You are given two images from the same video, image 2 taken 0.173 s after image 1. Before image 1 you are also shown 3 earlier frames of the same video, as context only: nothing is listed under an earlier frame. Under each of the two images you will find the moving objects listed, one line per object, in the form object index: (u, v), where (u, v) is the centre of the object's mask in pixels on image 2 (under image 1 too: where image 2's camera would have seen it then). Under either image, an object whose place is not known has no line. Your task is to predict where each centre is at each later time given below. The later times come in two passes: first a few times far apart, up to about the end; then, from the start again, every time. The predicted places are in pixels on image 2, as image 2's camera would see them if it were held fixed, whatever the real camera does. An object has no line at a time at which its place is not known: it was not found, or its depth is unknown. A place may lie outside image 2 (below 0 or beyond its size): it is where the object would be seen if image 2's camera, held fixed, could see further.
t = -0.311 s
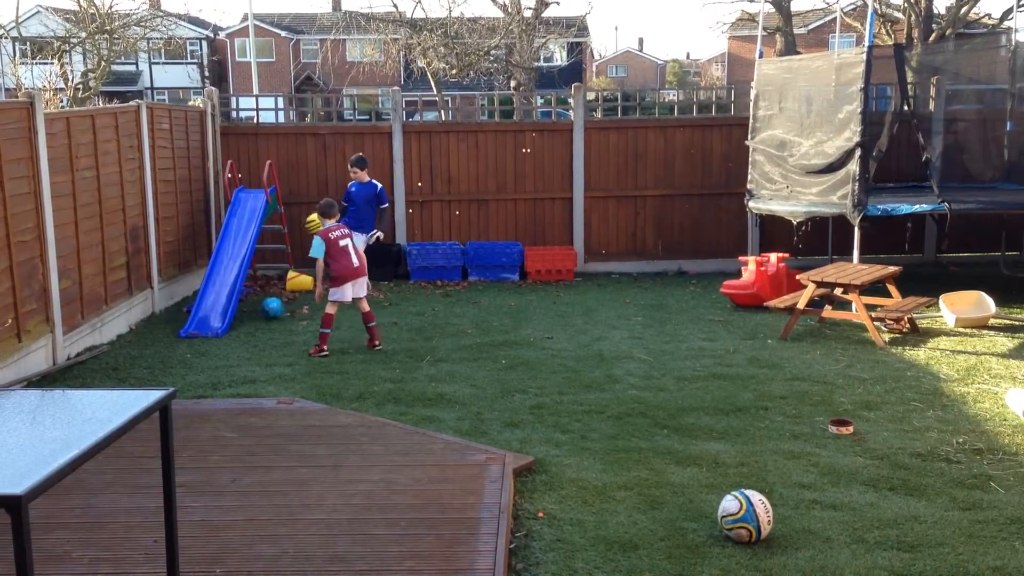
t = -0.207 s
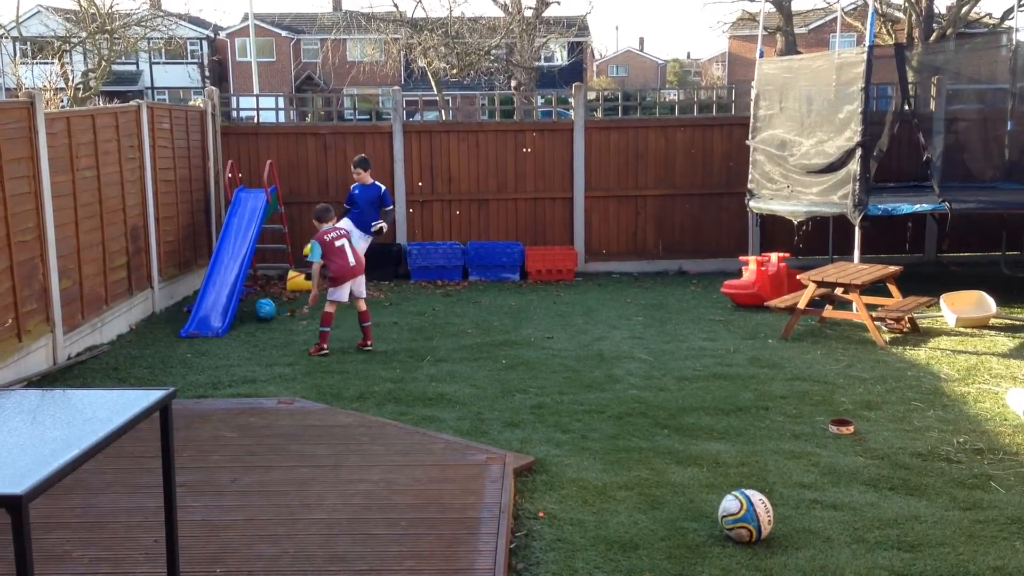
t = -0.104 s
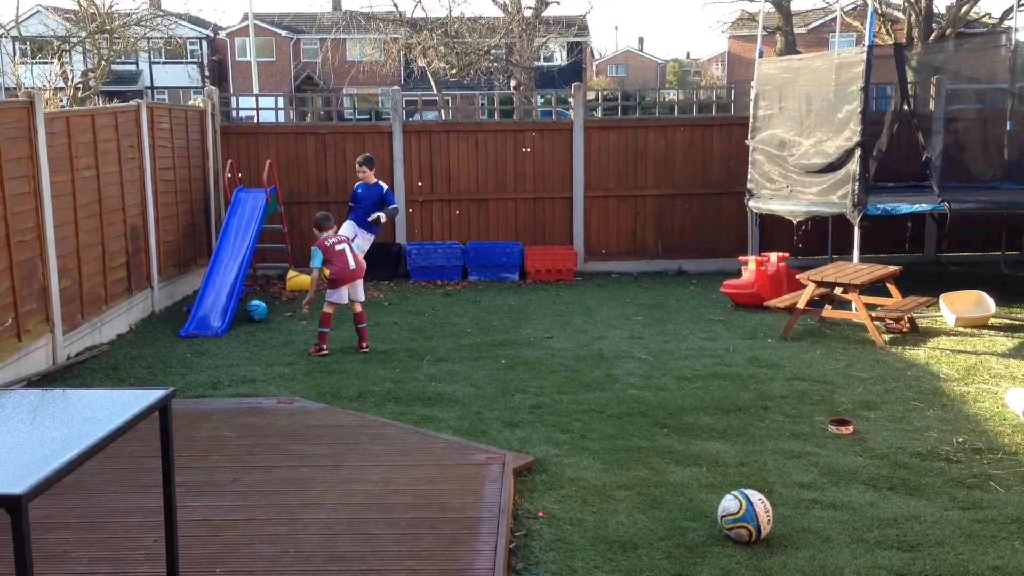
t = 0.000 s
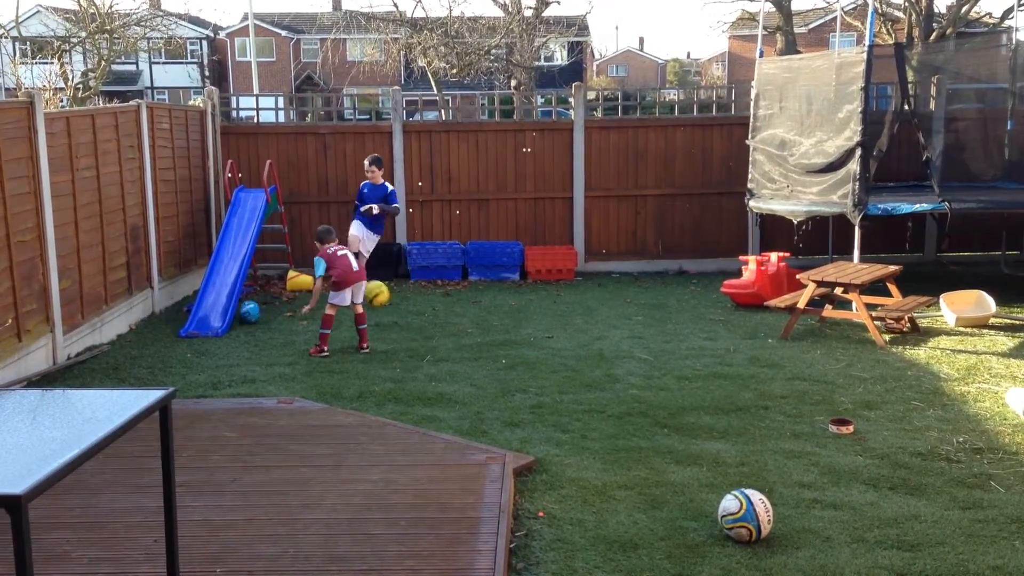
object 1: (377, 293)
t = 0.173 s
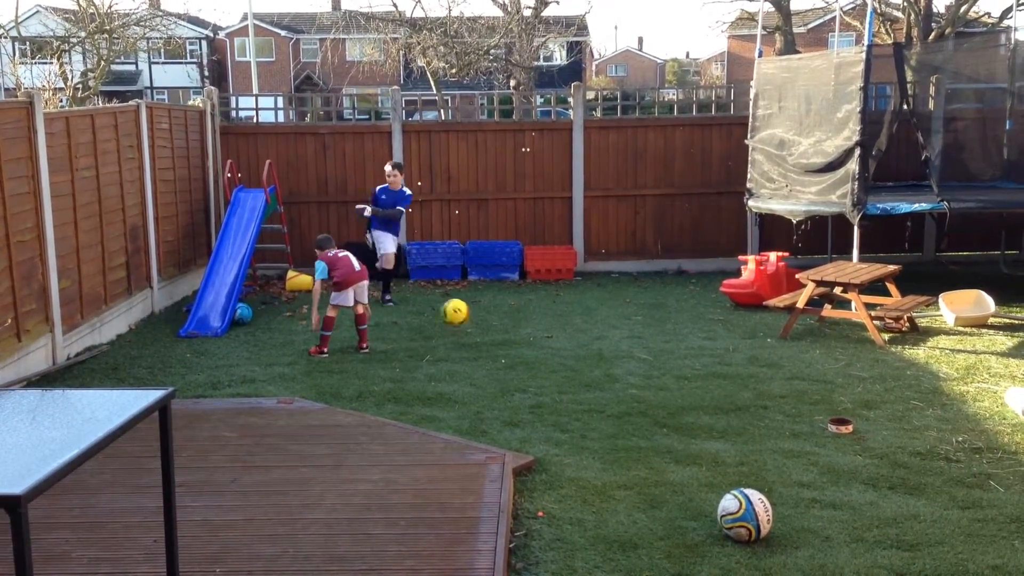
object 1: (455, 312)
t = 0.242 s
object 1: (481, 310)
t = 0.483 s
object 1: (578, 350)
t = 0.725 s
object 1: (678, 358)
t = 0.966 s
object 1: (793, 378)
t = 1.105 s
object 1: (867, 399)
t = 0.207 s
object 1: (468, 310)
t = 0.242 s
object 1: (481, 310)
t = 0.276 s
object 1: (494, 313)
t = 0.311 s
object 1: (507, 316)
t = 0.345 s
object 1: (520, 320)
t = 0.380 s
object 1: (535, 326)
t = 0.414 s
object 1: (549, 334)
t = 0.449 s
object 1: (564, 345)
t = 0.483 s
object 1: (578, 350)
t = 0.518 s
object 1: (591, 346)
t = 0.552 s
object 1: (605, 344)
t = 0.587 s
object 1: (619, 344)
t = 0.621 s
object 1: (633, 344)
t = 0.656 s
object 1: (648, 347)
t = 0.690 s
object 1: (663, 352)
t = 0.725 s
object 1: (678, 358)
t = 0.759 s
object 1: (694, 367)
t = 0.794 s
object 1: (710, 375)
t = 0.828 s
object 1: (726, 373)
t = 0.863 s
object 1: (742, 371)
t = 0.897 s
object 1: (758, 371)
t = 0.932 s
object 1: (775, 373)
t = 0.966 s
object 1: (793, 378)
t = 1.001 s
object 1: (811, 384)
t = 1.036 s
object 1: (830, 393)
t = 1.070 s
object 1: (848, 400)
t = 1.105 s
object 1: (867, 399)
